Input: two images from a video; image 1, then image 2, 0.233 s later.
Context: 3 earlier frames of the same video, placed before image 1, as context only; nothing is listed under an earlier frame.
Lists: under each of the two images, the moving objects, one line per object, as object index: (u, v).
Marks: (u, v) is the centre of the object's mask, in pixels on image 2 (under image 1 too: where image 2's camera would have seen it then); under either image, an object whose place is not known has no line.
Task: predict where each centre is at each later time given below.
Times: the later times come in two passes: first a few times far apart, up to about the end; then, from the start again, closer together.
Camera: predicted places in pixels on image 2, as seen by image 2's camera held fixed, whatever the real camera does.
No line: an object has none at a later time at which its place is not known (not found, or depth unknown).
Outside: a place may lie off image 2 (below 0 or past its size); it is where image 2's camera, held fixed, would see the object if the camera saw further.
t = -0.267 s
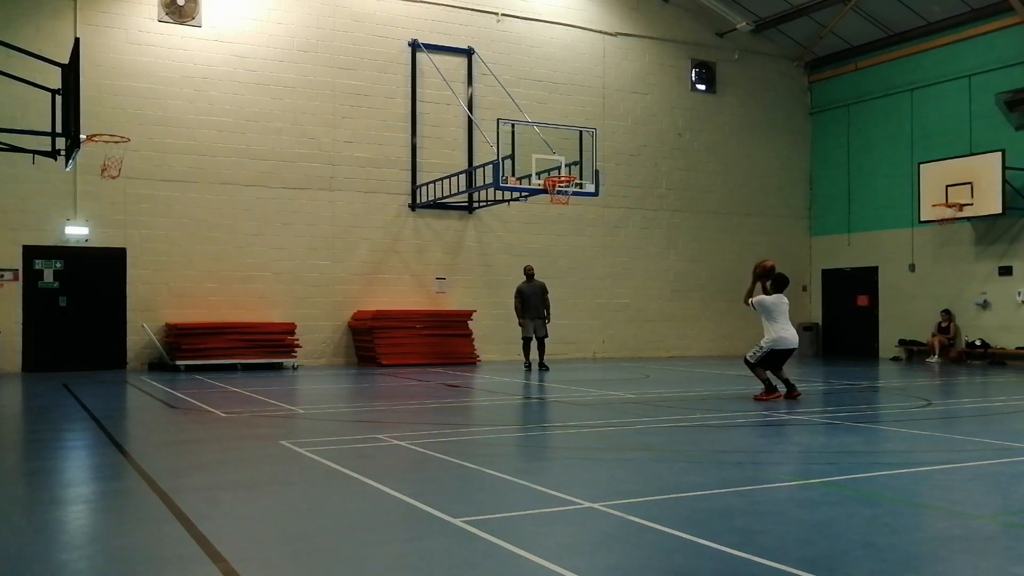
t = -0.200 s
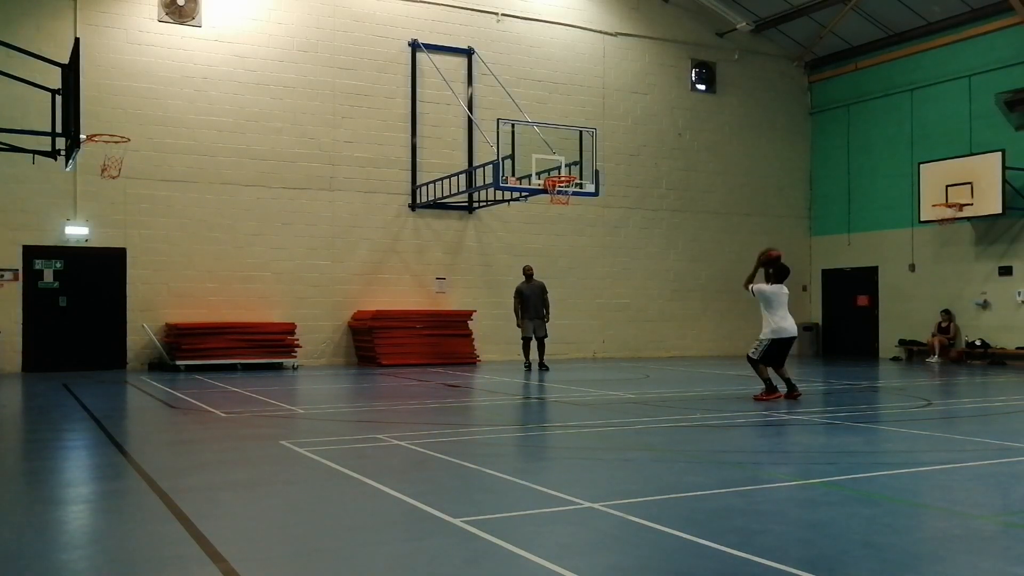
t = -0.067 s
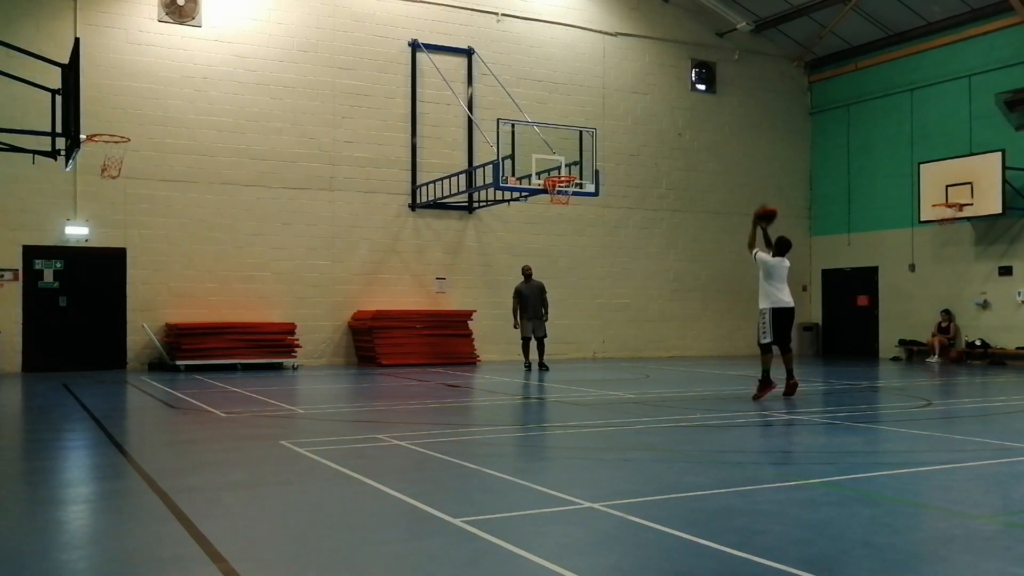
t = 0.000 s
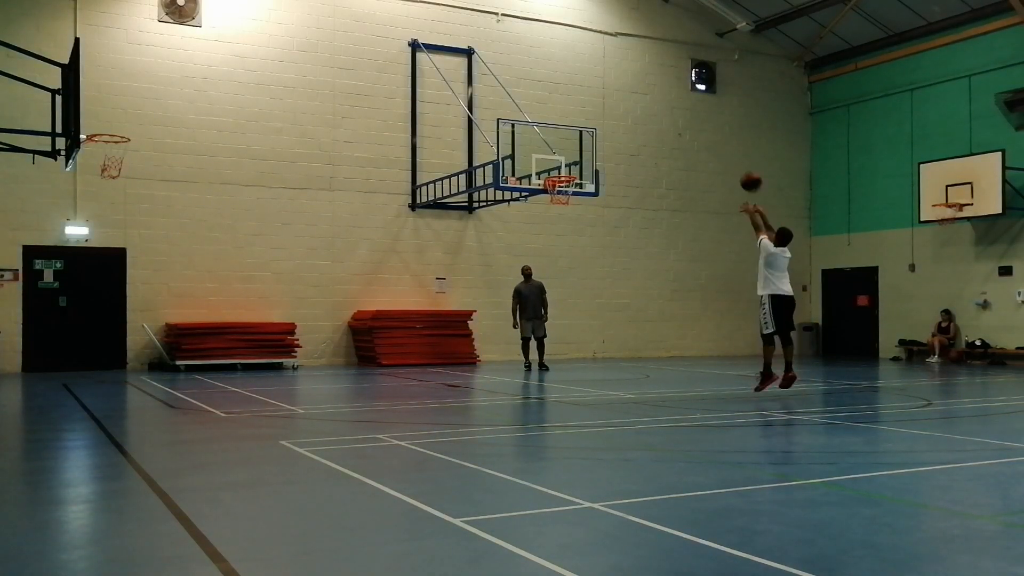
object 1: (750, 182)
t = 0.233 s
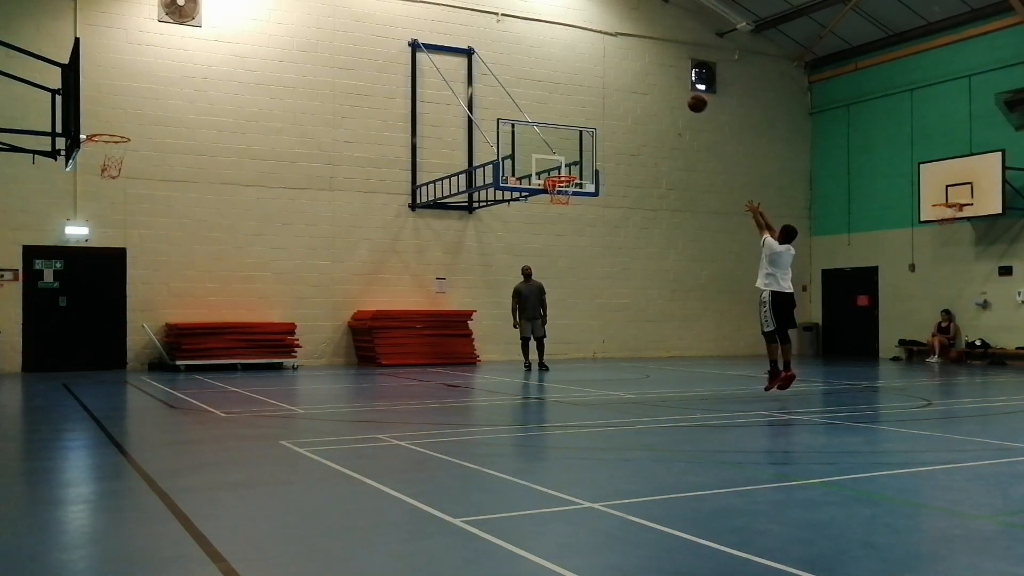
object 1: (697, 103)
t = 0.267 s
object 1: (690, 96)
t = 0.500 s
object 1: (646, 74)
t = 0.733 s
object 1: (607, 92)
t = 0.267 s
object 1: (690, 96)
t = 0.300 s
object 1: (683, 91)
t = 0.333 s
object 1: (677, 85)
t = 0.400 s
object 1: (664, 78)
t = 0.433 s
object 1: (658, 76)
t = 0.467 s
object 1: (652, 75)
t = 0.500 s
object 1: (646, 74)
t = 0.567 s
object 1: (634, 76)
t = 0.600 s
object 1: (629, 77)
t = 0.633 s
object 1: (623, 80)
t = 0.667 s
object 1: (618, 83)
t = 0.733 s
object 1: (607, 92)
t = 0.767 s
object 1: (602, 98)
